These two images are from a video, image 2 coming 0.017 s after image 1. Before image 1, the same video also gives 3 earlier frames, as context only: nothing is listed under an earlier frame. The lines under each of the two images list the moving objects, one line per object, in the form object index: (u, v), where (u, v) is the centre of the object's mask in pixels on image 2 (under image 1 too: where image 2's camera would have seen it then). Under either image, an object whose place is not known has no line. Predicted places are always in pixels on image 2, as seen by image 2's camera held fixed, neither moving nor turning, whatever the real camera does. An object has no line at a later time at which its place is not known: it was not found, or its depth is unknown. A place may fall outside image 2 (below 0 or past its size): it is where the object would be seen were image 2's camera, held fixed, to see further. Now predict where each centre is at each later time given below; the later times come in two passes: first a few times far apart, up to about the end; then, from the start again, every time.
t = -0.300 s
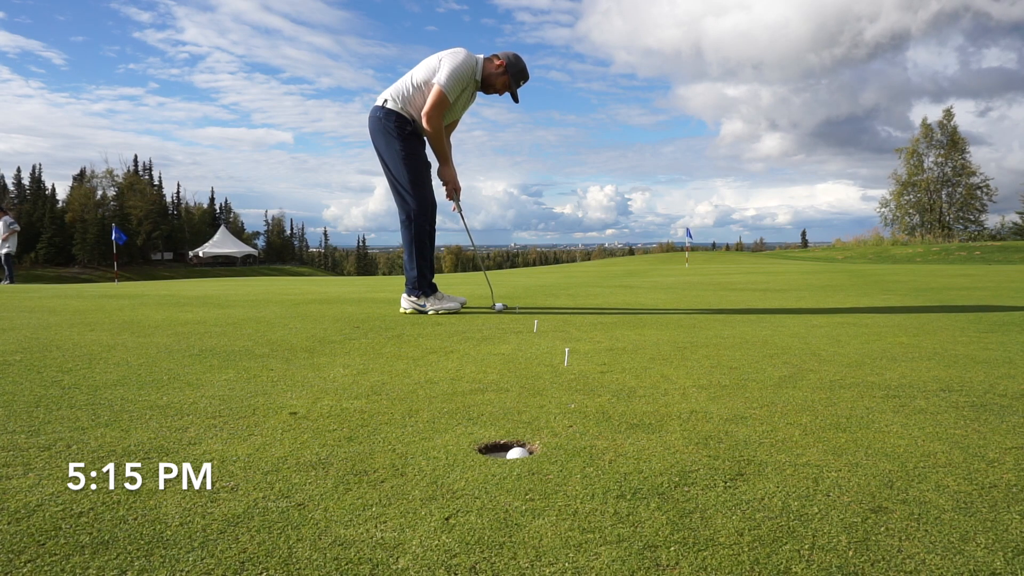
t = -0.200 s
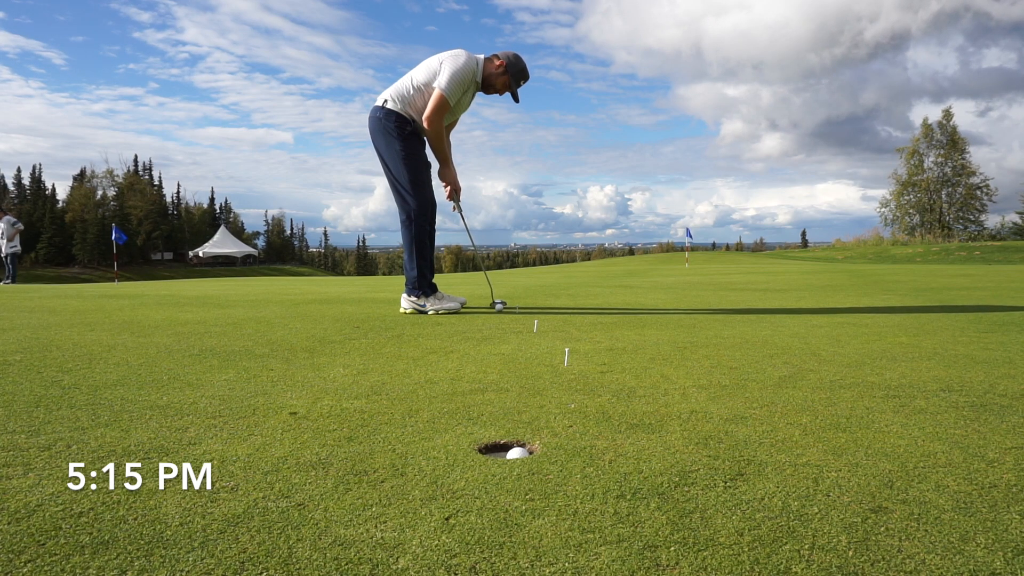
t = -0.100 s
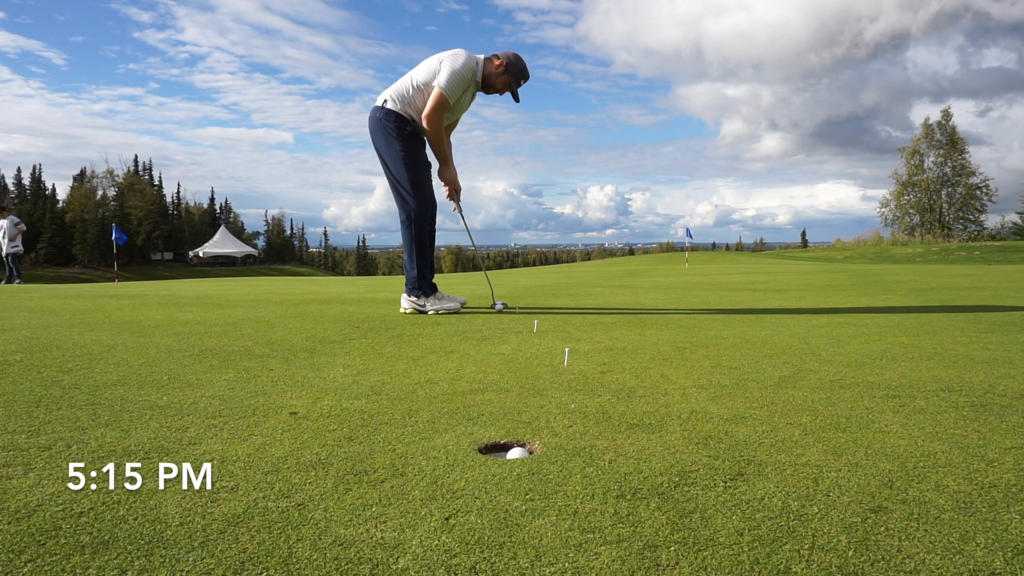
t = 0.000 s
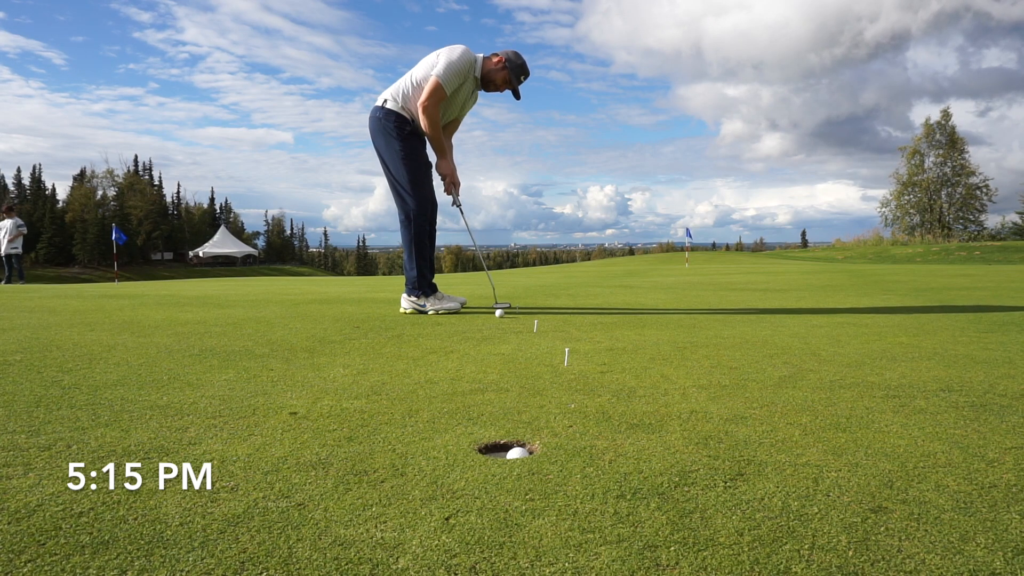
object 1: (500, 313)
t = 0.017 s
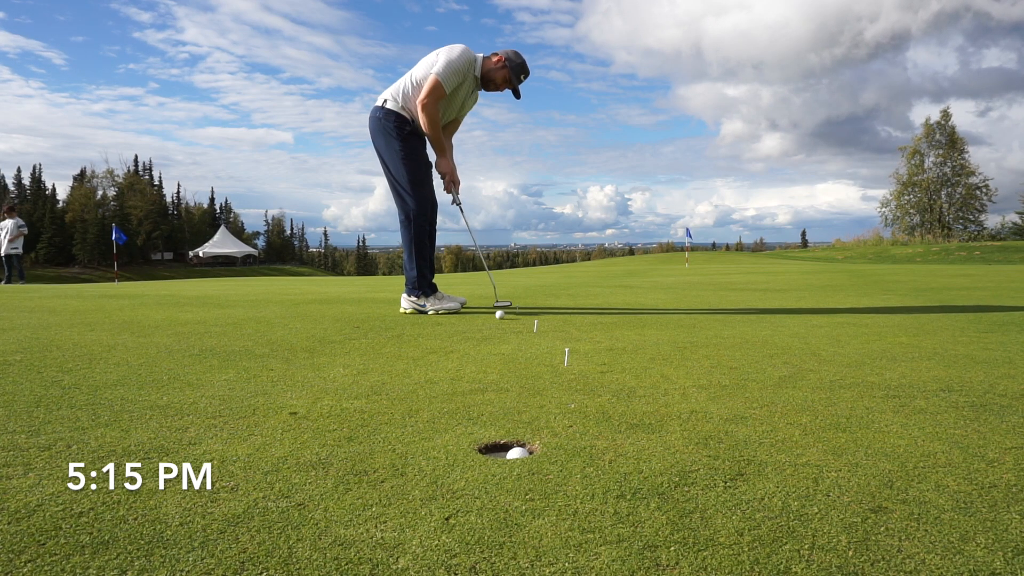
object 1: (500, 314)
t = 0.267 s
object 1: (504, 340)
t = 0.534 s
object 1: (506, 382)
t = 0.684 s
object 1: (503, 415)
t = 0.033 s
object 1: (500, 315)
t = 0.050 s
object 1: (501, 316)
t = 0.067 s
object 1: (501, 318)
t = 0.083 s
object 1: (502, 319)
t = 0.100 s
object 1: (503, 321)
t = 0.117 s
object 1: (503, 323)
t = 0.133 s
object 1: (503, 325)
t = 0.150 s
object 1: (504, 327)
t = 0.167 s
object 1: (504, 328)
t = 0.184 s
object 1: (504, 330)
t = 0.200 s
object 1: (504, 332)
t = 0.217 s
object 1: (504, 334)
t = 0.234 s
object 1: (504, 335)
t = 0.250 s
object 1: (504, 338)
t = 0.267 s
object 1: (504, 340)
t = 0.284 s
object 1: (504, 342)
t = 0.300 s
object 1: (505, 344)
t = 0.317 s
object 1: (505, 346)
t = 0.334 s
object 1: (505, 348)
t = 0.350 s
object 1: (505, 351)
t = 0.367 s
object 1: (506, 354)
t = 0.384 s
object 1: (506, 356)
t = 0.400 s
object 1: (506, 359)
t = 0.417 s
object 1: (506, 361)
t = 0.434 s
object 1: (507, 364)
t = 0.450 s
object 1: (506, 367)
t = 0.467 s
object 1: (506, 370)
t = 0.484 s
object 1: (506, 372)
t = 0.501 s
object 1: (506, 376)
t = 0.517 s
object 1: (506, 379)
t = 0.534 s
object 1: (506, 382)
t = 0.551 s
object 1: (506, 386)
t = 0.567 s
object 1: (506, 389)
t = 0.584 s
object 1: (506, 392)
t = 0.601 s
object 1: (506, 396)
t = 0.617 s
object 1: (505, 400)
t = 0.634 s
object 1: (505, 403)
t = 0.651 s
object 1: (504, 408)
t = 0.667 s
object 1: (503, 412)
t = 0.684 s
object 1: (503, 415)
